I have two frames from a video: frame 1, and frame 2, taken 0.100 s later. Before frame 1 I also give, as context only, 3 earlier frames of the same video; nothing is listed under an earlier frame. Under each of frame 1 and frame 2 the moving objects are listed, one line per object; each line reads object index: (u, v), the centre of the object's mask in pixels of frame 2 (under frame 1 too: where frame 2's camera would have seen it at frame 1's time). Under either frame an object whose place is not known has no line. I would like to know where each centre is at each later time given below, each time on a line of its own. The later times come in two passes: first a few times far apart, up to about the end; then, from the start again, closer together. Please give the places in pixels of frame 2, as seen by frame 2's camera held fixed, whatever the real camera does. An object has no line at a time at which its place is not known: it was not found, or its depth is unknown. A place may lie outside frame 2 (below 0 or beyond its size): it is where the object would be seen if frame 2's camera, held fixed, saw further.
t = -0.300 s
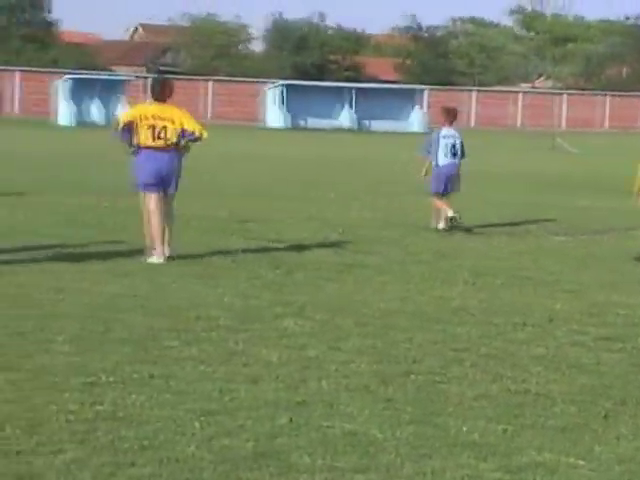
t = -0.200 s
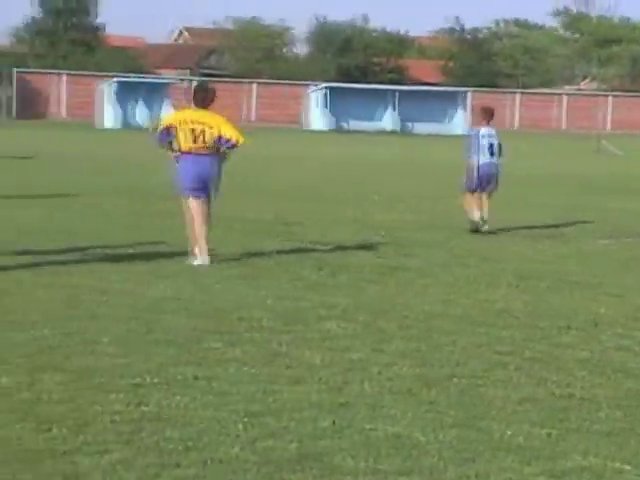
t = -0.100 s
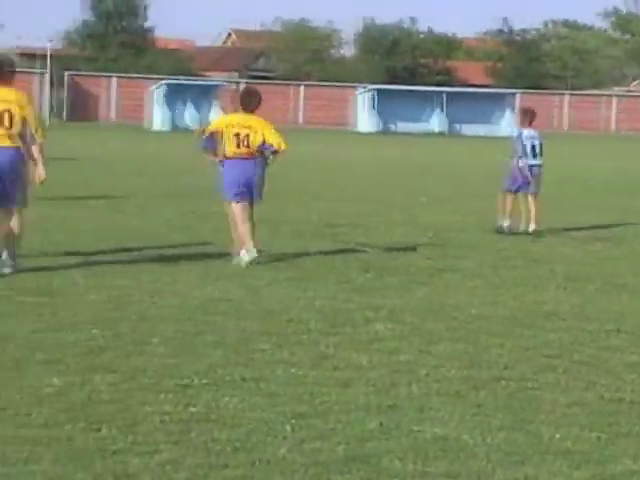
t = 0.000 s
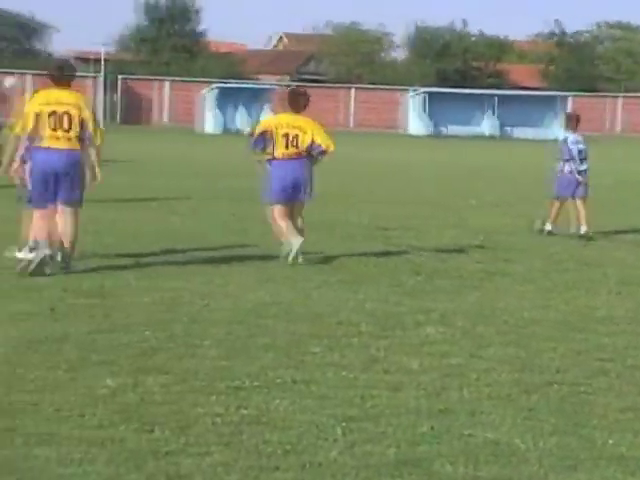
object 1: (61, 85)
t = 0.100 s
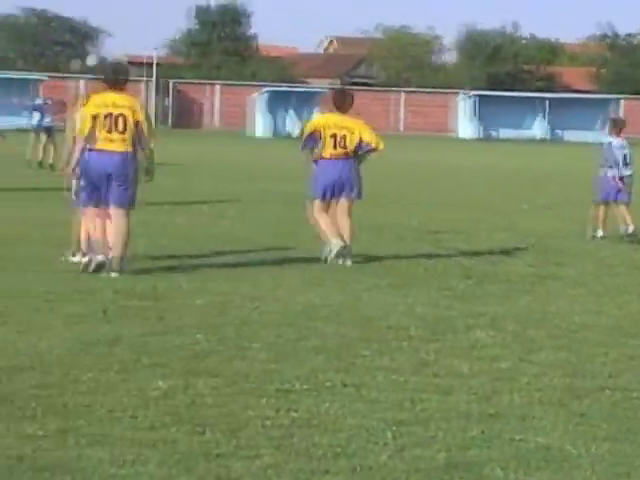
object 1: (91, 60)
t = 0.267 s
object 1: (137, 30)
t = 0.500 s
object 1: (204, 13)
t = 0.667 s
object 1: (252, 21)
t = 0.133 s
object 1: (96, 55)
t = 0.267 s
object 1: (137, 30)
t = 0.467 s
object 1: (192, 14)
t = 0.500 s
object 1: (204, 13)
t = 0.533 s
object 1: (213, 12)
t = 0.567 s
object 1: (223, 13)
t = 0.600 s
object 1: (233, 15)
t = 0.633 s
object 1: (242, 17)
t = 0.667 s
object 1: (252, 21)
